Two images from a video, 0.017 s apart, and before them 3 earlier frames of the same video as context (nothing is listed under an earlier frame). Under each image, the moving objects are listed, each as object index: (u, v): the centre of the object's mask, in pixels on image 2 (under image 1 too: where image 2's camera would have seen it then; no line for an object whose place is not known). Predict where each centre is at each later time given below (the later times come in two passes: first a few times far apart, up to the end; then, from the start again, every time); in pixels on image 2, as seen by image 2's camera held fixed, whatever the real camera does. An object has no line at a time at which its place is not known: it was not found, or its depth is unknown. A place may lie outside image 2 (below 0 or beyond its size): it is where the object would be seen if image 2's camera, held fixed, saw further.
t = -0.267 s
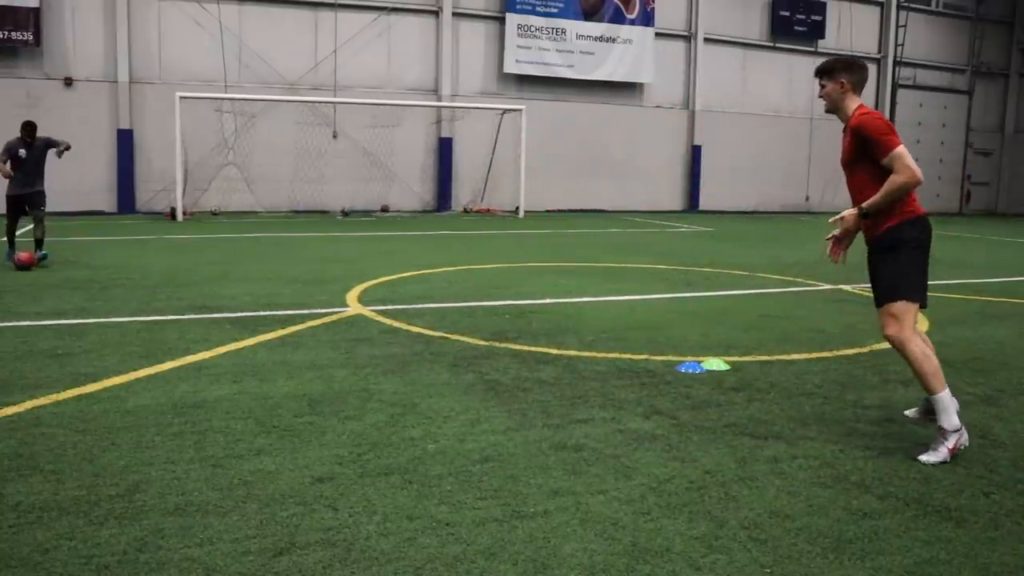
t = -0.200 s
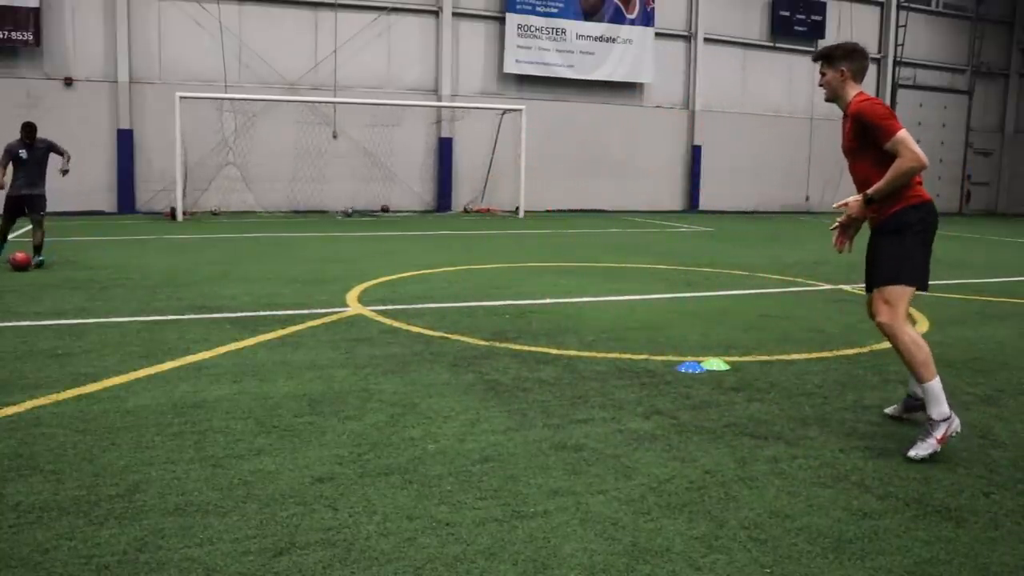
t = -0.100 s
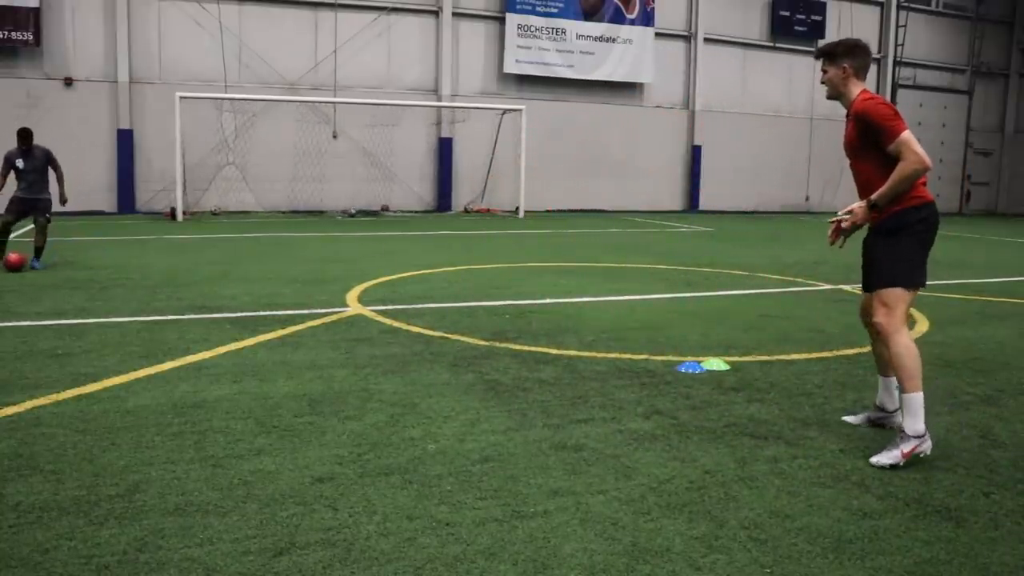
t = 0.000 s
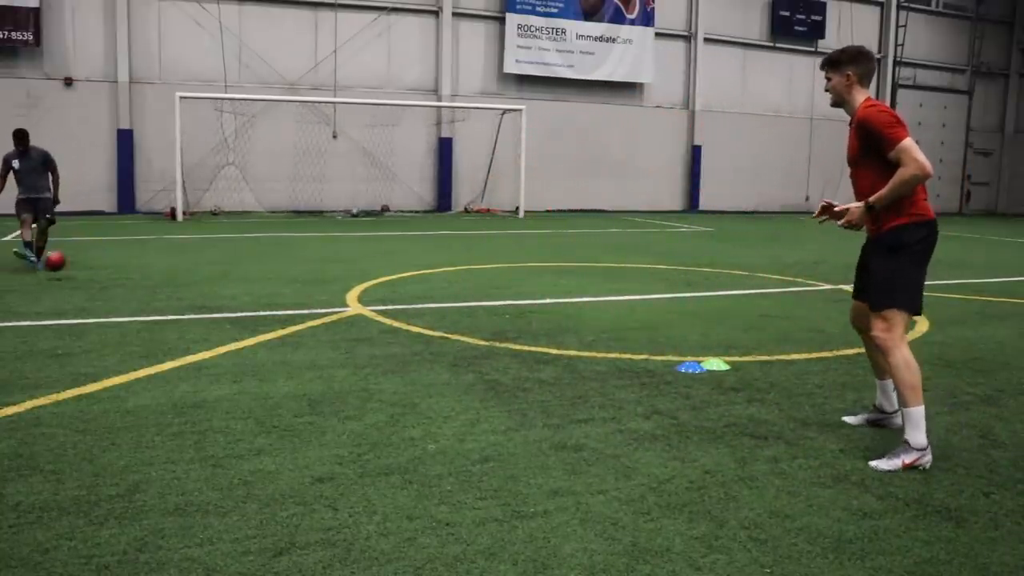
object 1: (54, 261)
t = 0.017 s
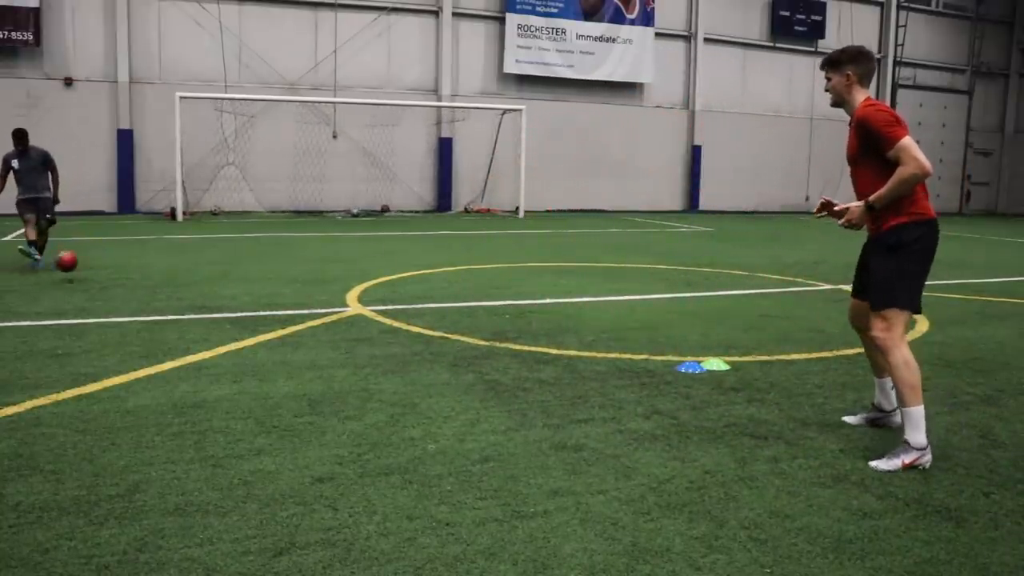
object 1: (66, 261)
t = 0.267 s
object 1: (323, 305)
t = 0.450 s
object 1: (598, 333)
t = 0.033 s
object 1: (79, 261)
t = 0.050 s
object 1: (92, 262)
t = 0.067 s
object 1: (105, 263)
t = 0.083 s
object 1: (119, 264)
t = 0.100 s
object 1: (134, 266)
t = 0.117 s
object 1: (149, 268)
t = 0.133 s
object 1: (165, 270)
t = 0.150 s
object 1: (182, 273)
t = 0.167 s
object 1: (199, 275)
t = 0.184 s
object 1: (217, 279)
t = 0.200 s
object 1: (236, 283)
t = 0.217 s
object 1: (257, 287)
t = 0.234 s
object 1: (278, 293)
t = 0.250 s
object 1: (300, 298)
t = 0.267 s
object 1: (323, 305)
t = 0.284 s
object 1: (347, 312)
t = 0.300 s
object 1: (373, 322)
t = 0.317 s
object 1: (397, 327)
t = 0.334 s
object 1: (420, 326)
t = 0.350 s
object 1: (443, 325)
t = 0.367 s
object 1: (466, 325)
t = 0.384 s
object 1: (491, 326)
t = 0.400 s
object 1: (515, 327)
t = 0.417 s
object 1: (542, 328)
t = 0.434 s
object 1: (569, 330)
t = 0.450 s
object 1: (598, 333)
